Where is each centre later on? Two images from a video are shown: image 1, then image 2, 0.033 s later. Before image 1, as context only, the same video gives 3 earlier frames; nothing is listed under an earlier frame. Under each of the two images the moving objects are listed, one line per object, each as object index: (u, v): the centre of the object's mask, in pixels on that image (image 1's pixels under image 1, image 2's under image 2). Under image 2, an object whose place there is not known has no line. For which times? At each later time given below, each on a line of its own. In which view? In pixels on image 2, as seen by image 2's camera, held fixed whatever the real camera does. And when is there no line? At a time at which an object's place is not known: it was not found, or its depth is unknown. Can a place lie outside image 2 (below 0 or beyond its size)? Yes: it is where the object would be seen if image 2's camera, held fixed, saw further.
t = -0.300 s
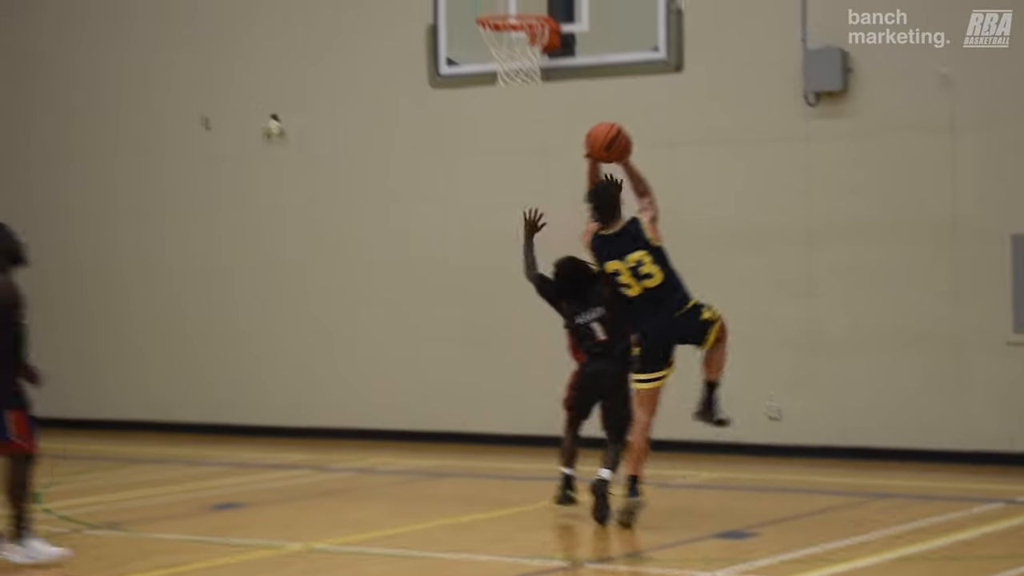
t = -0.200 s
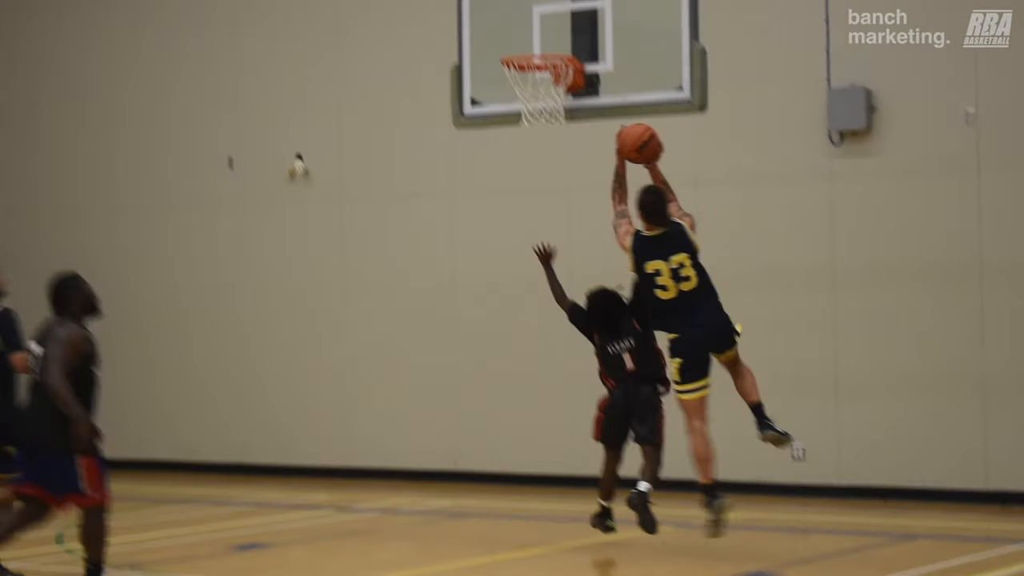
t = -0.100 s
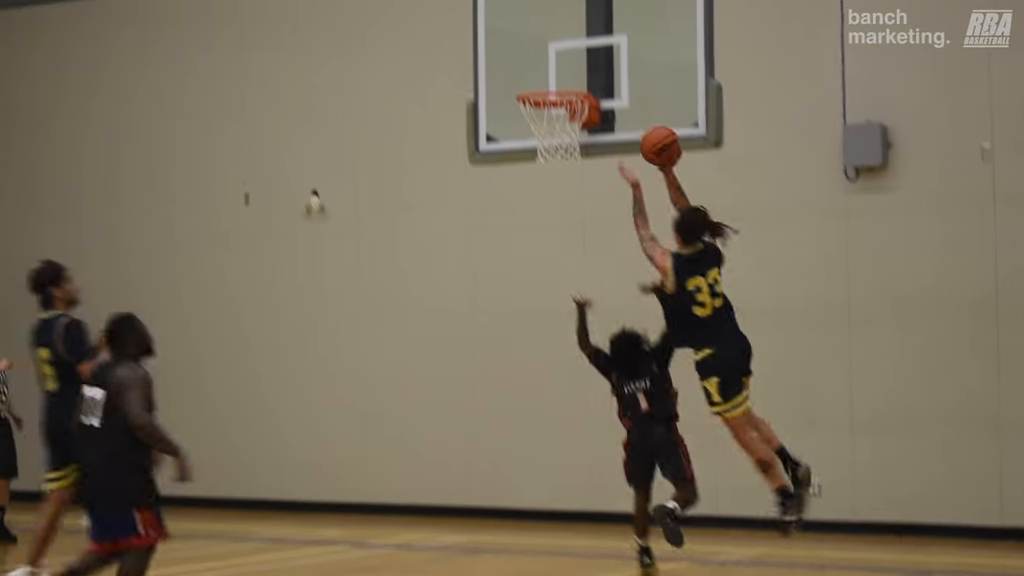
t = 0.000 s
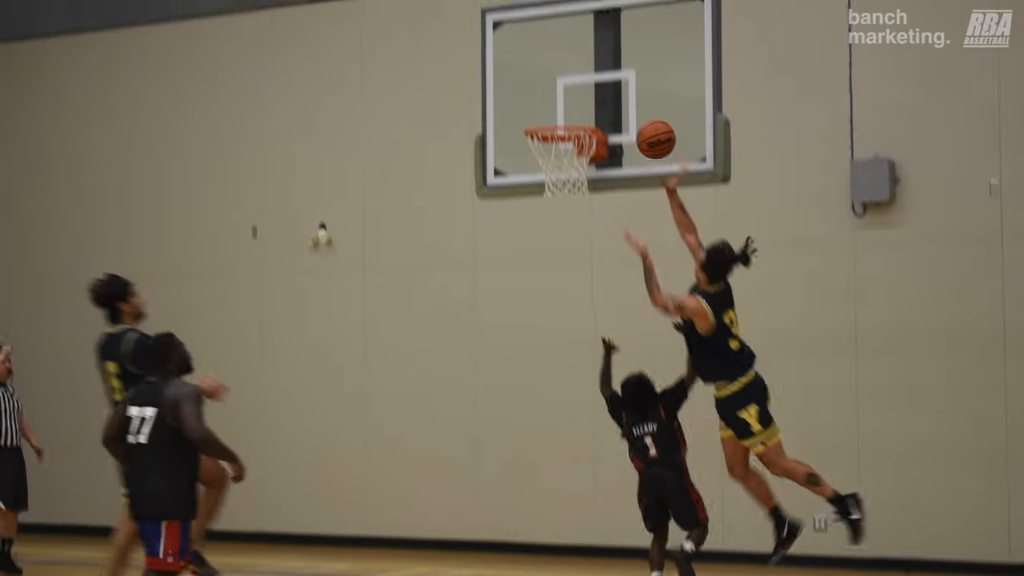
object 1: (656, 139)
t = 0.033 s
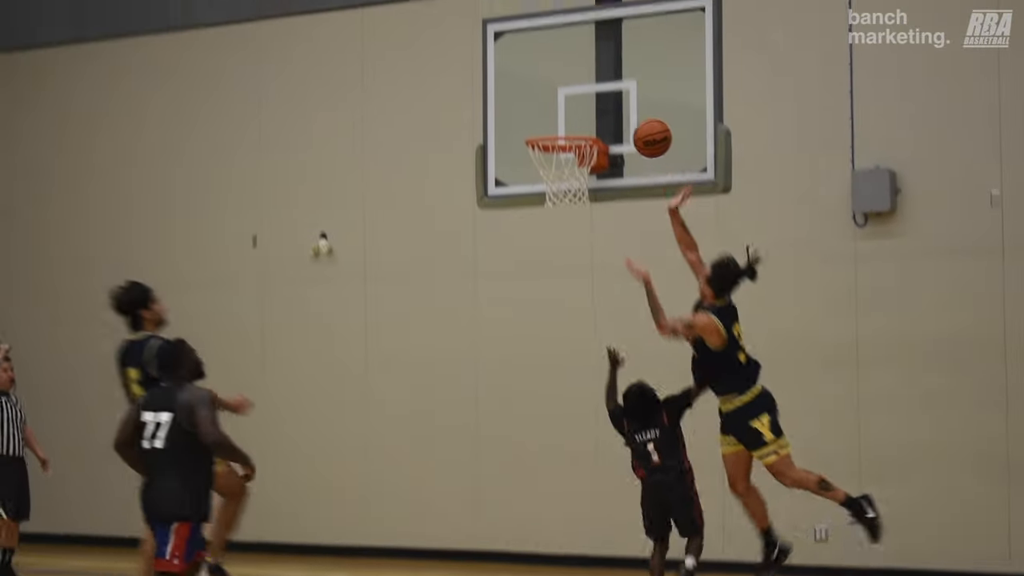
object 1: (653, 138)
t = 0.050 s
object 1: (650, 133)
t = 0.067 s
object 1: (648, 129)
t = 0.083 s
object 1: (646, 124)
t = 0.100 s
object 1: (643, 119)
